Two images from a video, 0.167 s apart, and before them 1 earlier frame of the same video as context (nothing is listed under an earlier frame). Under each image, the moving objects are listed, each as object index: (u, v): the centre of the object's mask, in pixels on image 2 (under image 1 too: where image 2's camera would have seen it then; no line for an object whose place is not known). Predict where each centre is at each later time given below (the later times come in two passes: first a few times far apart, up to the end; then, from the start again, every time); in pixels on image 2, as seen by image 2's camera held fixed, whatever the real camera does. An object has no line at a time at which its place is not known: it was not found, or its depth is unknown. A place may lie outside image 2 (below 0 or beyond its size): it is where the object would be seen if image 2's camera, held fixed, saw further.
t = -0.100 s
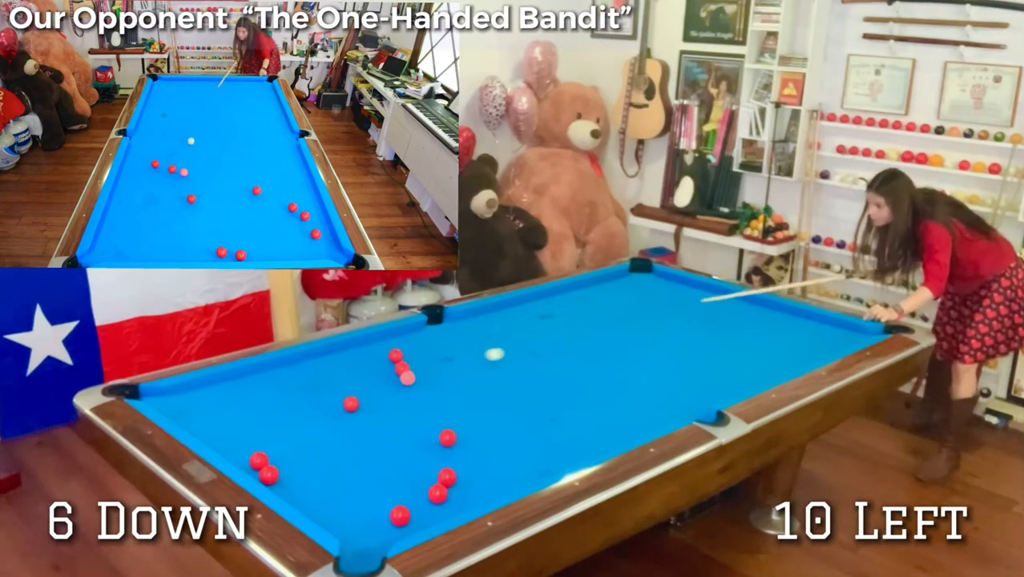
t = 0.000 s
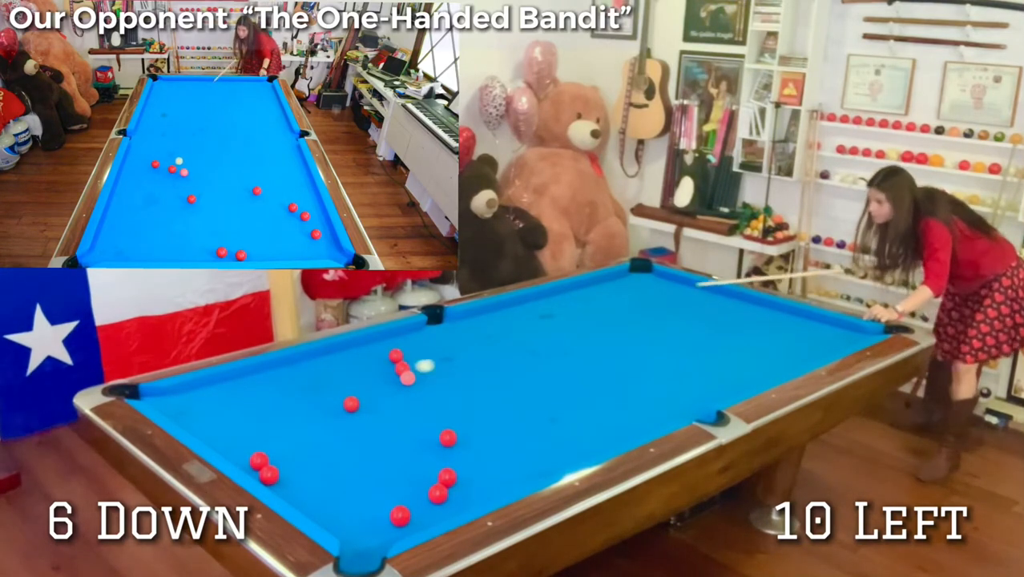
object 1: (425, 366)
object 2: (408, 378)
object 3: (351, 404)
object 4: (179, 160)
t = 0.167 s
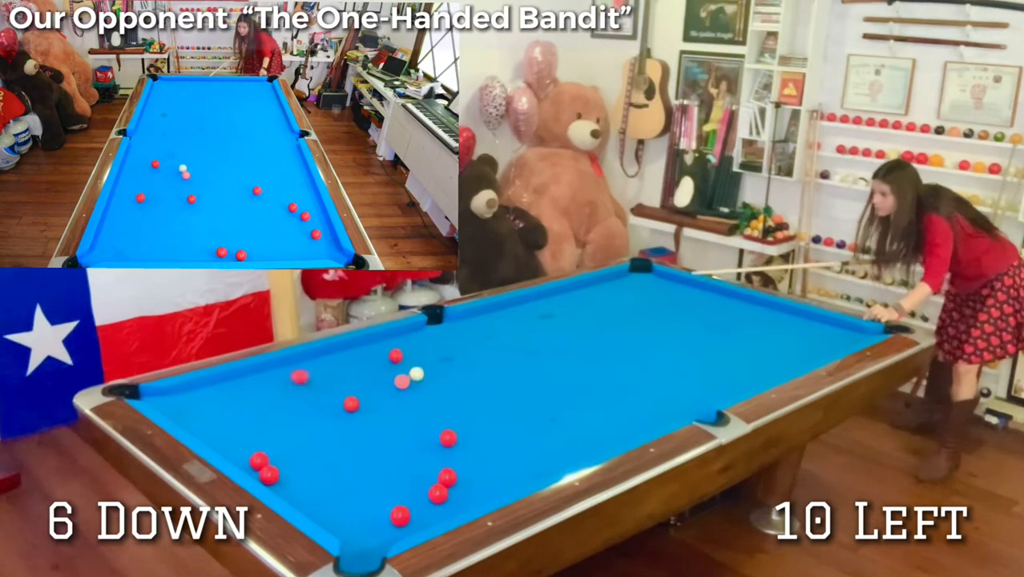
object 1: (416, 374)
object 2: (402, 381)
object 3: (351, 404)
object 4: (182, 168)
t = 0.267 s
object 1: (411, 376)
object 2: (396, 385)
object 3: (351, 404)
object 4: (183, 170)
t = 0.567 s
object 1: (391, 384)
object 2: (378, 397)
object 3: (351, 404)
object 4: (184, 178)
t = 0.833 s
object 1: (374, 390)
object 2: (365, 407)
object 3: (349, 404)
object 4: (186, 184)
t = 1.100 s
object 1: (358, 396)
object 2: (355, 418)
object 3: (344, 404)
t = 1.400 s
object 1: (350, 398)
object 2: (346, 429)
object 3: (338, 409)
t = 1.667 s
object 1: (364, 400)
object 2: (337, 439)
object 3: (343, 418)
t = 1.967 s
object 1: (377, 402)
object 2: (327, 450)
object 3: (347, 429)
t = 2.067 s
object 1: (381, 402)
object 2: (324, 453)
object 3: (349, 432)
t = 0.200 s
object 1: (415, 374)
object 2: (400, 382)
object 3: (351, 404)
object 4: (183, 168)
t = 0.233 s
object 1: (413, 375)
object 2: (398, 384)
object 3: (351, 404)
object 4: (183, 169)
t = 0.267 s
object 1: (411, 376)
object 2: (396, 385)
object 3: (351, 404)
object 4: (183, 170)
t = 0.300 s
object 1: (409, 377)
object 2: (394, 386)
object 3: (351, 404)
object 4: (183, 171)
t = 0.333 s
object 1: (406, 378)
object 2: (392, 388)
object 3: (351, 404)
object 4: (183, 172)
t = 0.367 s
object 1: (404, 379)
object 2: (390, 389)
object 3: (351, 404)
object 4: (183, 172)
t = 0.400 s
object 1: (402, 379)
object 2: (388, 391)
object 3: (351, 404)
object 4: (183, 173)
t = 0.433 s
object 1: (400, 380)
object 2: (386, 392)
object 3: (351, 404)
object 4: (184, 174)
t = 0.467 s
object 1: (397, 381)
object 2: (384, 393)
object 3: (351, 404)
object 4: (184, 175)
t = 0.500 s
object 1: (395, 382)
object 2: (383, 394)
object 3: (351, 404)
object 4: (184, 176)
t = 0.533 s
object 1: (393, 383)
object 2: (381, 396)
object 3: (351, 404)
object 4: (184, 177)
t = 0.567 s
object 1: (391, 384)
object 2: (378, 397)
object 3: (351, 404)
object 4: (184, 178)
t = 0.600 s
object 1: (389, 384)
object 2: (377, 398)
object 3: (351, 404)
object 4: (185, 178)
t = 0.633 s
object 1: (387, 385)
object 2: (375, 400)
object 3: (351, 404)
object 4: (185, 179)
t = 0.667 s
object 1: (385, 386)
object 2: (373, 401)
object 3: (351, 404)
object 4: (185, 180)
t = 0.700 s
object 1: (382, 387)
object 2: (370, 402)
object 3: (351, 404)
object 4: (185, 182)
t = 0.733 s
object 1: (380, 388)
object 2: (368, 404)
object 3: (351, 404)
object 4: (185, 183)
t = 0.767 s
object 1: (378, 389)
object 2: (367, 405)
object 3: (351, 404)
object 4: (185, 183)
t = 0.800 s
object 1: (376, 390)
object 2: (366, 406)
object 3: (350, 404)
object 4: (185, 183)
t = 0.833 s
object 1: (374, 390)
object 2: (365, 407)
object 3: (349, 404)
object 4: (186, 184)
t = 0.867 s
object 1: (372, 391)
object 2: (363, 409)
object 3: (348, 404)
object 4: (185, 186)
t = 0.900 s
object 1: (370, 392)
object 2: (362, 410)
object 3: (348, 404)
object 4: (185, 187)
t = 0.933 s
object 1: (368, 393)
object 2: (361, 411)
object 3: (347, 404)
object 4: (185, 188)
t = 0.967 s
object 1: (365, 393)
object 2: (360, 413)
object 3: (346, 404)
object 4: (186, 190)
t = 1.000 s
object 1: (363, 394)
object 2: (359, 414)
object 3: (346, 404)
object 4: (186, 190)
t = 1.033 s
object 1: (361, 395)
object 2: (358, 415)
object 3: (346, 404)
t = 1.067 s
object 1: (359, 396)
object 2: (356, 416)
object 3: (345, 404)
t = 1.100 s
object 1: (358, 396)
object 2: (355, 418)
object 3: (344, 404)
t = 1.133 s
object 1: (356, 397)
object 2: (354, 419)
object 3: (344, 404)
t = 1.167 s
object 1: (355, 397)
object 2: (353, 420)
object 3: (343, 404)
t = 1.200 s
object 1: (354, 397)
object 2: (352, 422)
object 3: (341, 405)
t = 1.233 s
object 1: (353, 398)
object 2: (351, 423)
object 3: (340, 405)
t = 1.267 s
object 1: (352, 398)
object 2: (350, 424)
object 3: (338, 406)
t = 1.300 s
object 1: (351, 398)
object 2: (349, 426)
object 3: (337, 406)
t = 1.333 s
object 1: (350, 398)
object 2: (348, 427)
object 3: (337, 407)
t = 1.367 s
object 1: (350, 398)
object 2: (347, 428)
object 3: (337, 408)
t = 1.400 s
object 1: (350, 398)
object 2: (346, 429)
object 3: (338, 409)
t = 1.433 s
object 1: (352, 399)
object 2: (345, 431)
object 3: (339, 410)
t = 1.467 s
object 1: (354, 399)
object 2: (343, 432)
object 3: (339, 411)
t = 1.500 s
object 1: (355, 399)
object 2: (342, 433)
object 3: (340, 413)
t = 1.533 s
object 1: (357, 399)
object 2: (341, 434)
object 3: (341, 414)
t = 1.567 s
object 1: (359, 400)
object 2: (340, 436)
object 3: (341, 415)
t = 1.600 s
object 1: (361, 400)
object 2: (339, 437)
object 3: (342, 416)
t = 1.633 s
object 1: (363, 400)
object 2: (338, 438)
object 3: (342, 417)
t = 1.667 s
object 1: (364, 400)
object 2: (337, 439)
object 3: (343, 418)
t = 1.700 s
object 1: (366, 401)
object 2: (336, 440)
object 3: (343, 420)
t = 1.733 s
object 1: (367, 401)
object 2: (335, 442)
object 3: (343, 421)
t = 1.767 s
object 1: (369, 401)
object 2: (334, 443)
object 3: (344, 422)
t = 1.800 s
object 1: (370, 401)
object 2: (333, 444)
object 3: (345, 423)
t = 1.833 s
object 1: (371, 401)
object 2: (331, 445)
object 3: (345, 424)
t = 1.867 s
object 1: (373, 401)
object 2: (330, 446)
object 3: (346, 426)
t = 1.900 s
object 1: (374, 401)
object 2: (329, 447)
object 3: (346, 427)
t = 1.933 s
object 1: (376, 402)
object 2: (328, 449)
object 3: (347, 428)
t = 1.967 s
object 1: (377, 402)
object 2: (327, 450)
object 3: (347, 429)
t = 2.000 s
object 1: (378, 402)
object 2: (326, 451)
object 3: (348, 430)
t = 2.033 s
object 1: (380, 402)
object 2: (325, 452)
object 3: (348, 431)
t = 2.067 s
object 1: (381, 402)
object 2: (324, 453)
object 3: (349, 432)
